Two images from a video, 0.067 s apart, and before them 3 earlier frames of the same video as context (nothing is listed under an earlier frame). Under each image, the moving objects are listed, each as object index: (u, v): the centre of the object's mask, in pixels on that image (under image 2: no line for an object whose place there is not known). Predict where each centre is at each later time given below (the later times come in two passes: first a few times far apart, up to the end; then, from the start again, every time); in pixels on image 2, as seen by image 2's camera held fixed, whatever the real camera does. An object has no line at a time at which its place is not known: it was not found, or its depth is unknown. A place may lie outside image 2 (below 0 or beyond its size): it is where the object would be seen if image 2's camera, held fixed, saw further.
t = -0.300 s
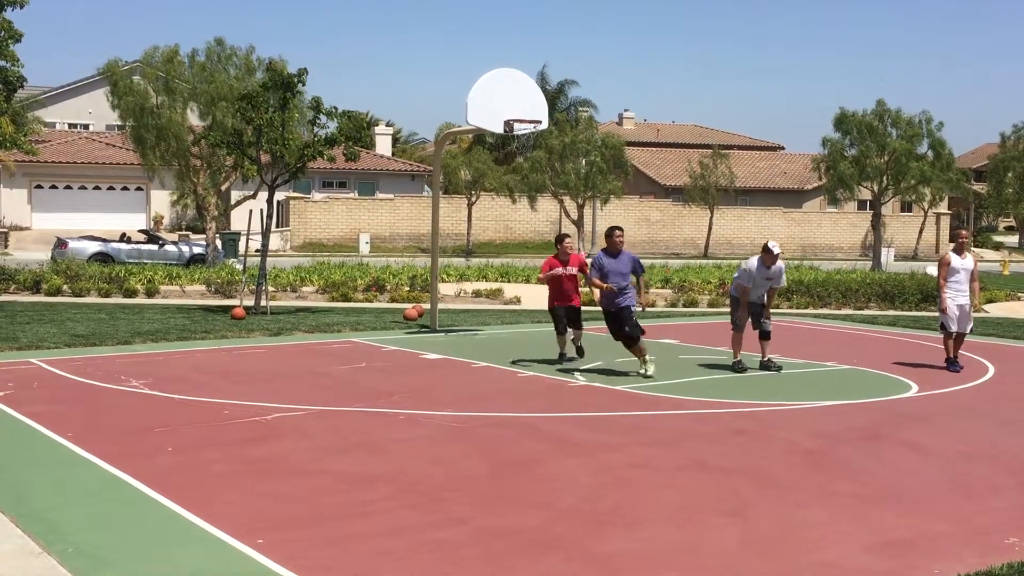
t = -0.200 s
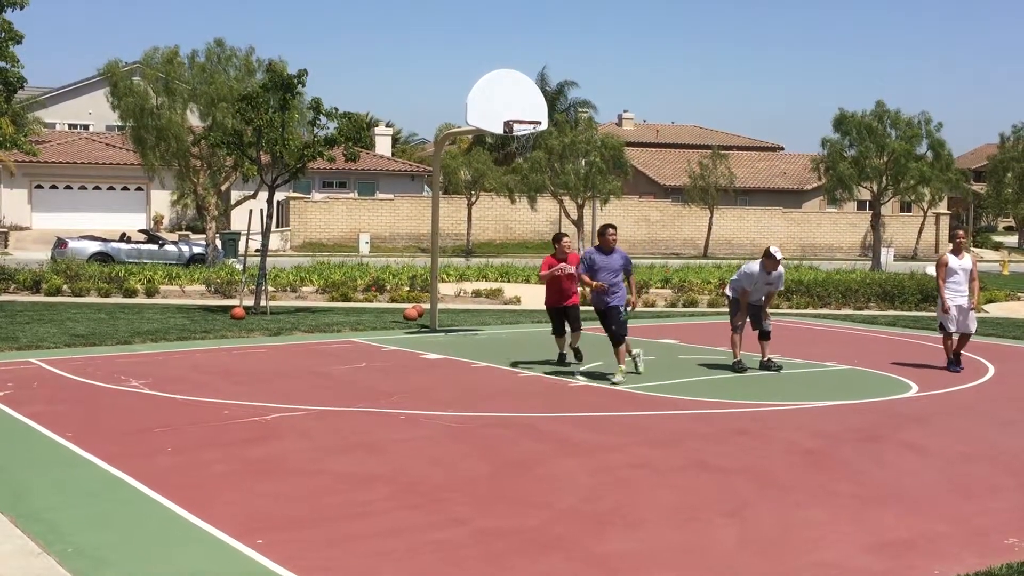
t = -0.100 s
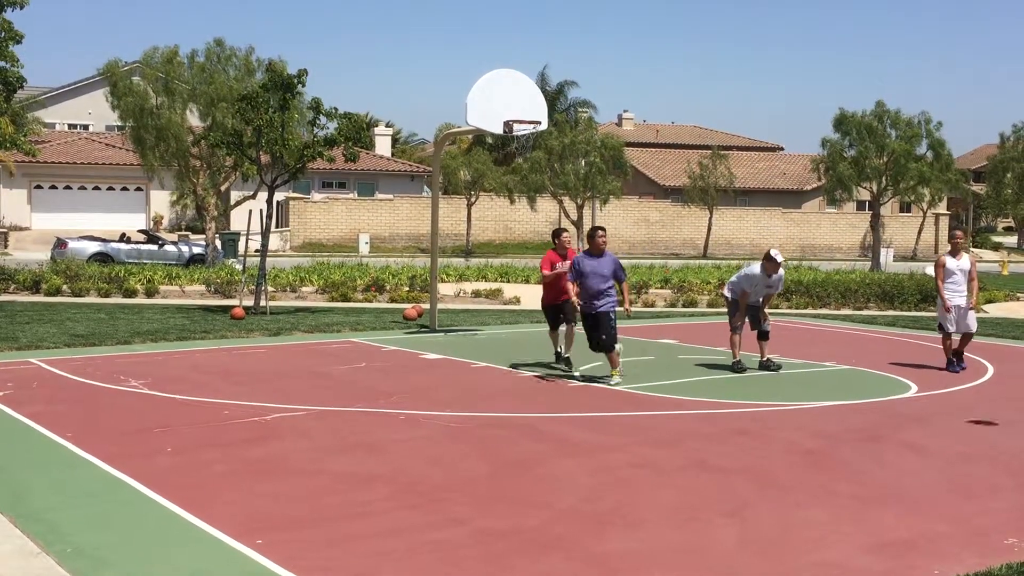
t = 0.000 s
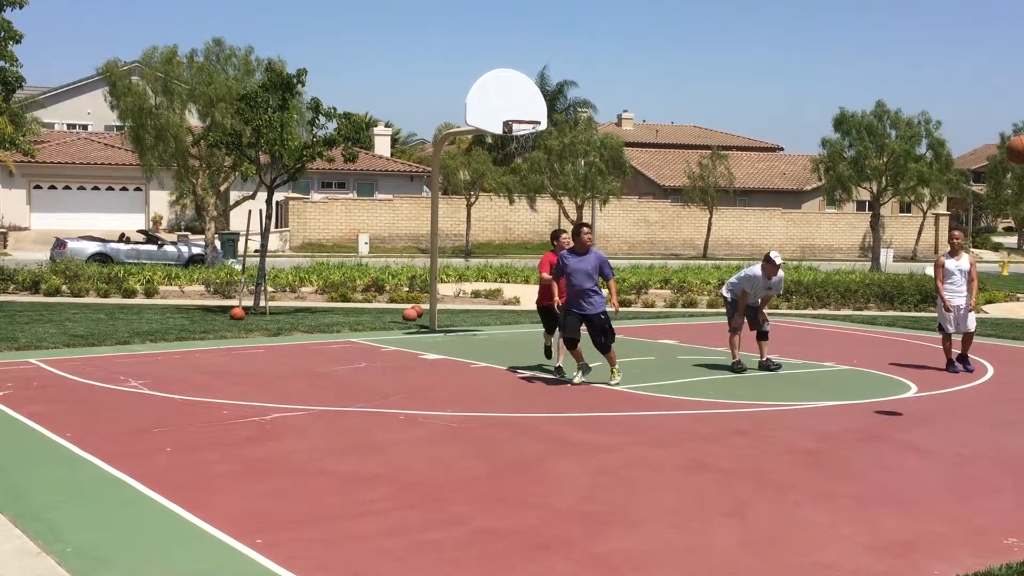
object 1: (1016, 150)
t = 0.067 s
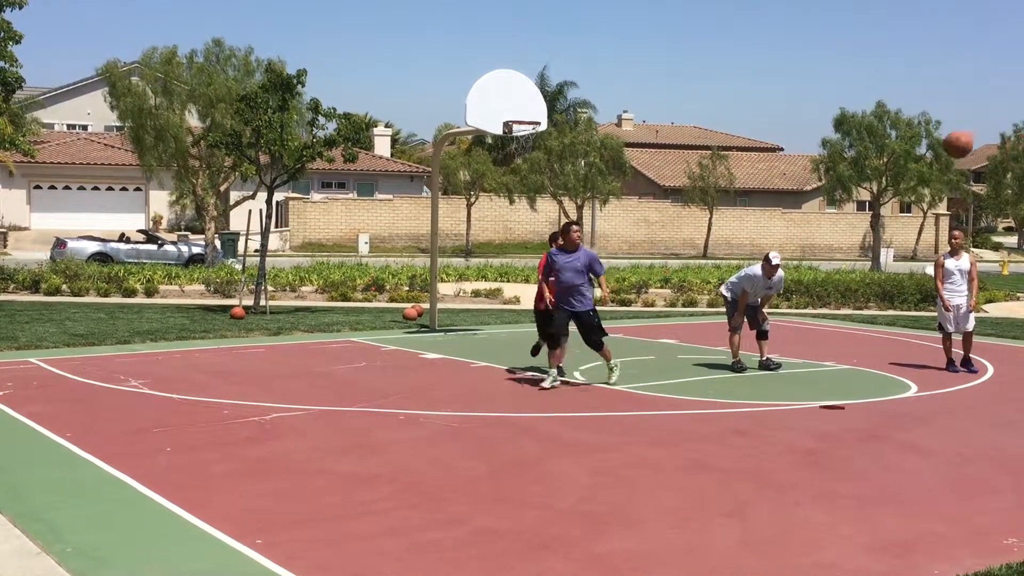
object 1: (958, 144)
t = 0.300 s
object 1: (758, 158)
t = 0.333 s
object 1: (731, 165)
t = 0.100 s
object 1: (928, 141)
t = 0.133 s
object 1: (899, 144)
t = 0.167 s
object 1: (868, 144)
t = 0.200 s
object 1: (840, 147)
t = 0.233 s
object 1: (812, 149)
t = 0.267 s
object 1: (784, 154)
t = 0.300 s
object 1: (758, 158)
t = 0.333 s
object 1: (731, 165)
